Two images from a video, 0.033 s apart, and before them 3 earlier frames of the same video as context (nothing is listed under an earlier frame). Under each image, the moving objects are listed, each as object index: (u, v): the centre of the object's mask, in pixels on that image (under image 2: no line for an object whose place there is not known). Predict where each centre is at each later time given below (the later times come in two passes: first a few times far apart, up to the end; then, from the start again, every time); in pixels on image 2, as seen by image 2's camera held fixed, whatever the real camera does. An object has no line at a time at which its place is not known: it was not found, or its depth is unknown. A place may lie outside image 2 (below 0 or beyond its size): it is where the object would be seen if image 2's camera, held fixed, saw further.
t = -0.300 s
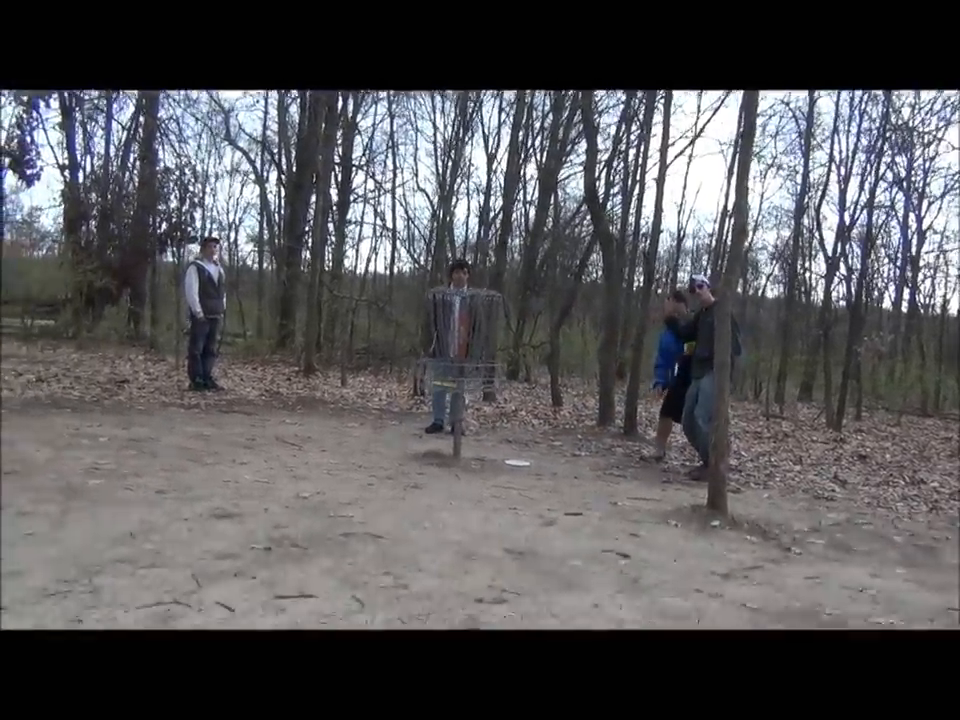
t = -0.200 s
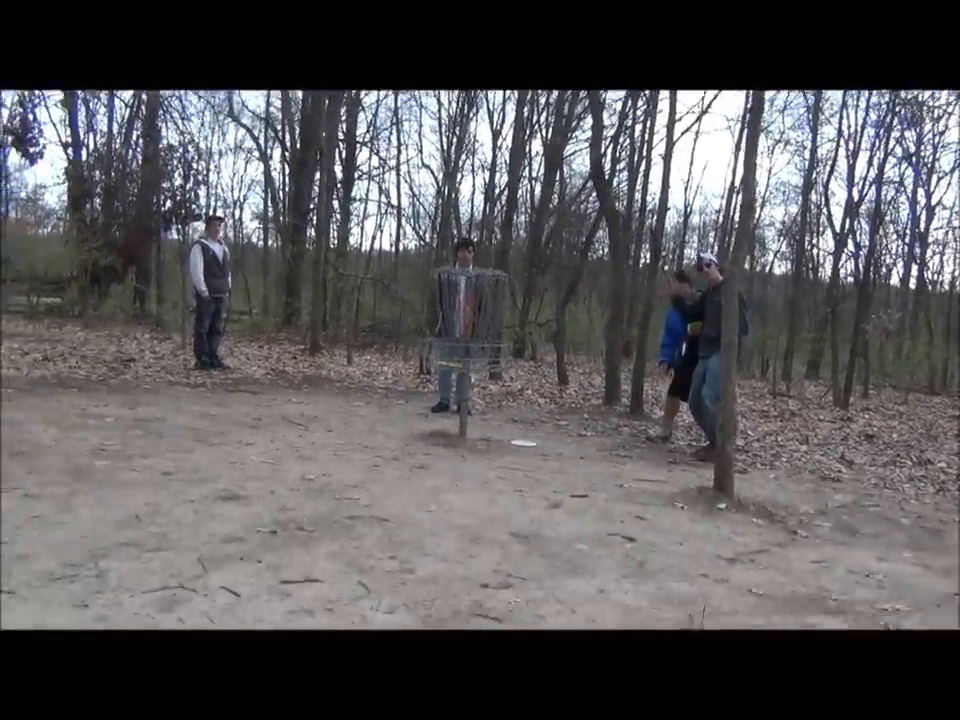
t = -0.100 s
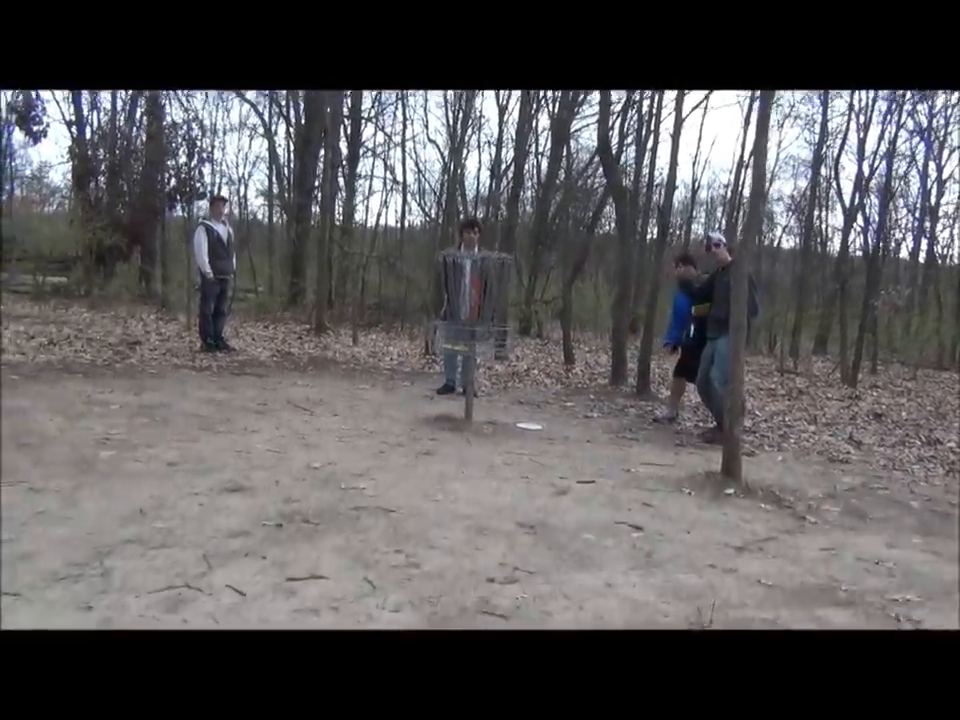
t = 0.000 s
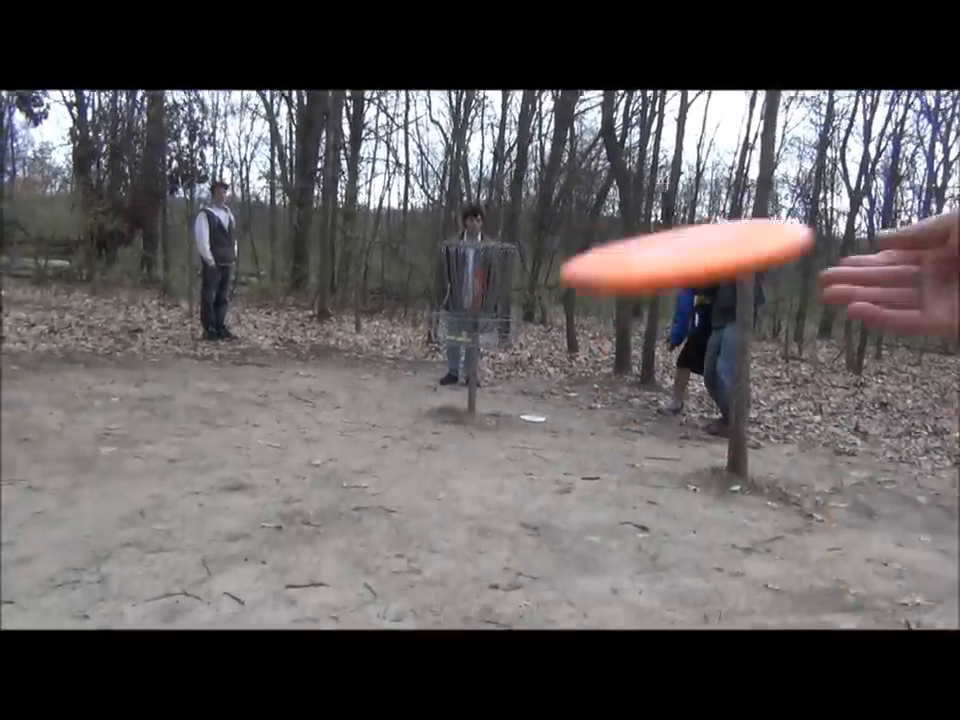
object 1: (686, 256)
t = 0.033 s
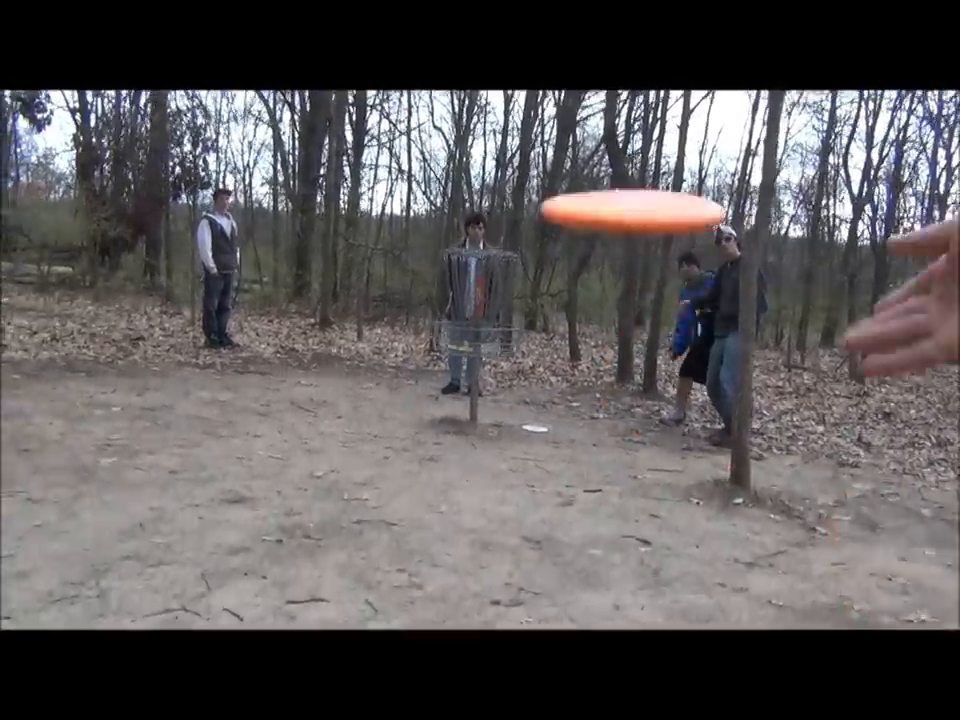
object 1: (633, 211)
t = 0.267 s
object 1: (536, 164)
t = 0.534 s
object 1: (509, 215)
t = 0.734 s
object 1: (493, 249)
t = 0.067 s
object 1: (603, 179)
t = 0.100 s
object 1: (584, 164)
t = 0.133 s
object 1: (569, 157)
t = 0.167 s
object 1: (557, 155)
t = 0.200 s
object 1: (549, 157)
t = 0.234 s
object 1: (543, 160)
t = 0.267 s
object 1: (536, 164)
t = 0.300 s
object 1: (530, 168)
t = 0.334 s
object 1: (525, 175)
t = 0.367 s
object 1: (521, 182)
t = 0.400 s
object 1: (520, 188)
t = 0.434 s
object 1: (517, 196)
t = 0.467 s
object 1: (513, 202)
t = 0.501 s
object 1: (510, 209)
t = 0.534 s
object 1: (509, 215)
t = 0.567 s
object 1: (506, 221)
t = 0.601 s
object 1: (503, 227)
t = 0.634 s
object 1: (501, 233)
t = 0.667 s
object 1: (498, 239)
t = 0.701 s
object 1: (495, 244)
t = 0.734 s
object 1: (493, 249)
